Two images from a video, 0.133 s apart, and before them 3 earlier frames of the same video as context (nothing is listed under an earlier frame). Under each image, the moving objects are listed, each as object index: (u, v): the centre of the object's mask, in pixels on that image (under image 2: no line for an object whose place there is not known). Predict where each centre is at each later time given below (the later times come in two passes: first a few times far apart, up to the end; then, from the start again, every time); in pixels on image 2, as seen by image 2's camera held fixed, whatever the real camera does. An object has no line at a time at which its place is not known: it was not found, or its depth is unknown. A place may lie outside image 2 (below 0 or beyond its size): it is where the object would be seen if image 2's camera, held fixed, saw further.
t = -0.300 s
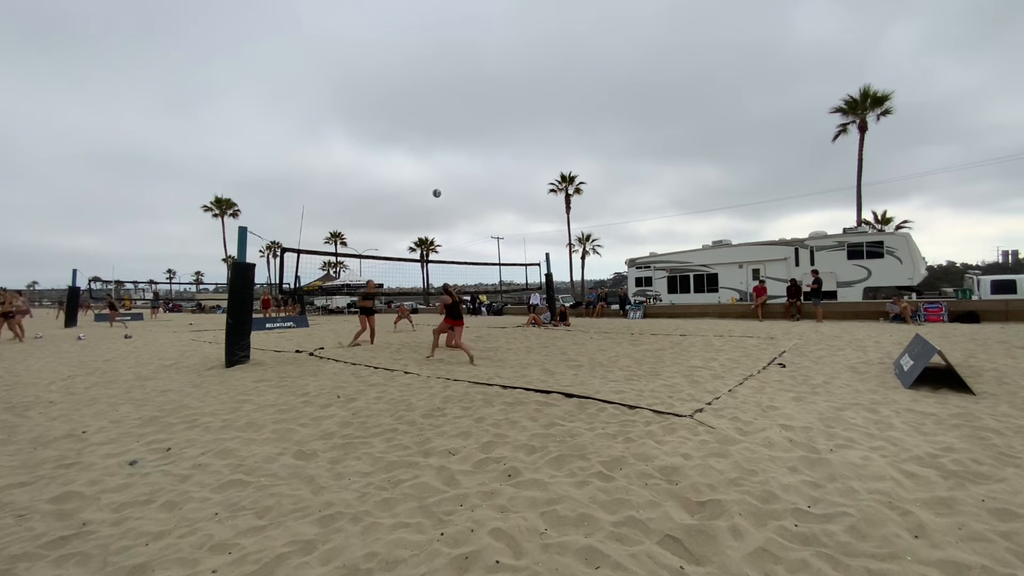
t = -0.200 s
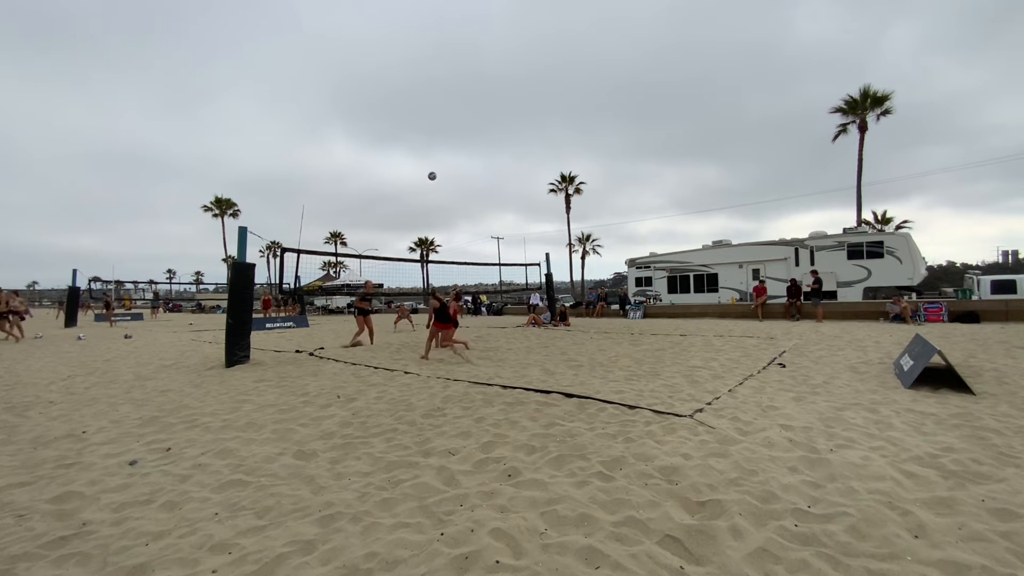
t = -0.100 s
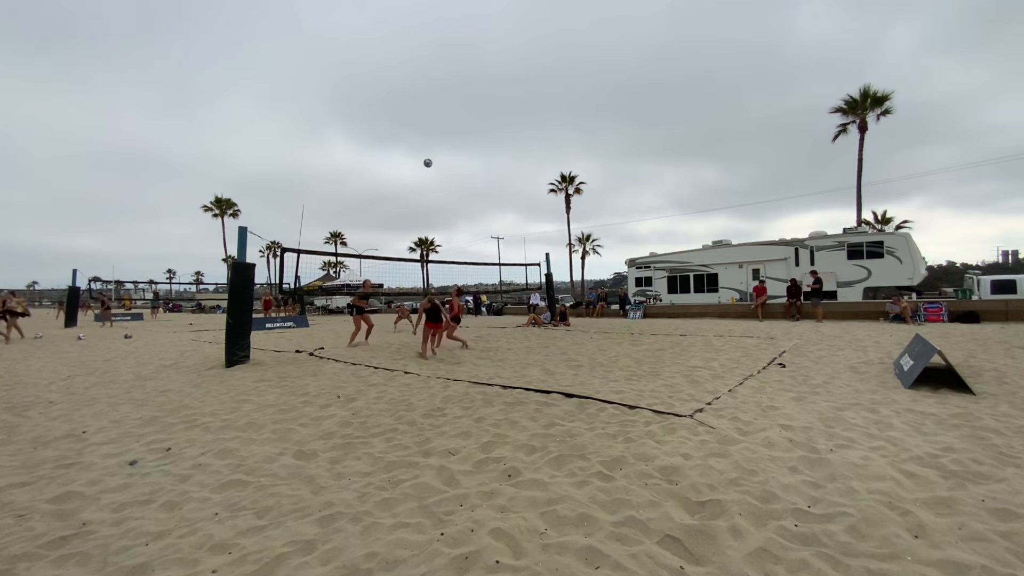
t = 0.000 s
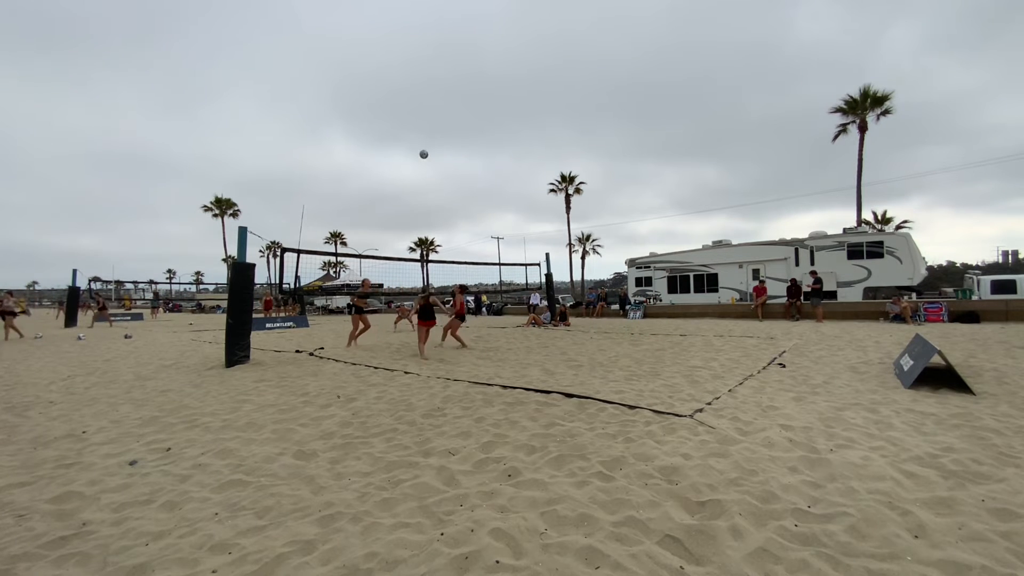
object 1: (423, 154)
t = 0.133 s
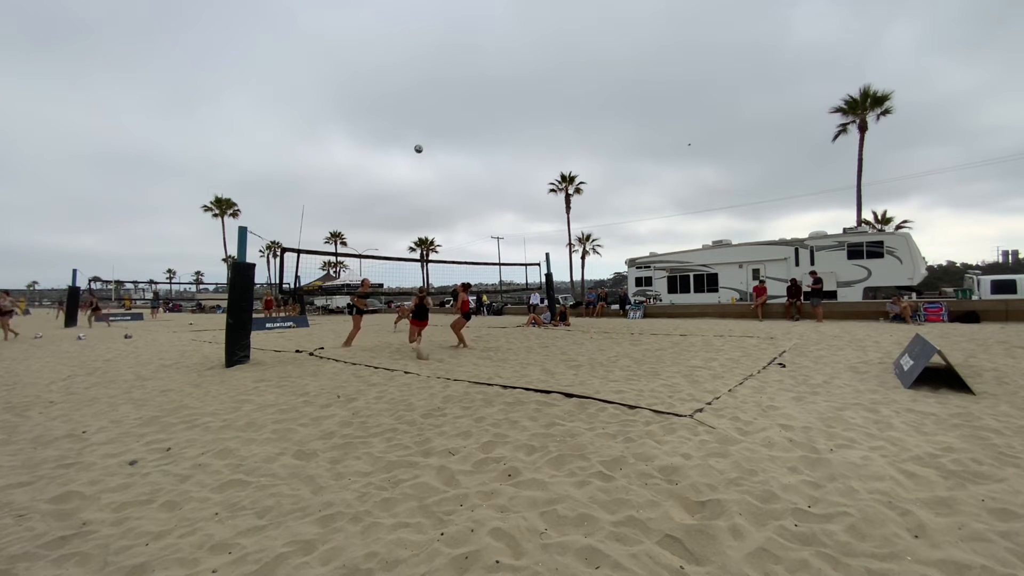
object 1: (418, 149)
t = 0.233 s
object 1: (415, 149)
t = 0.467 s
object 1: (406, 167)
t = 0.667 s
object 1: (399, 197)
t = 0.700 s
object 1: (398, 204)
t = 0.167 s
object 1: (417, 148)
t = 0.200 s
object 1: (416, 149)
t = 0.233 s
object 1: (415, 149)
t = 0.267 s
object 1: (414, 151)
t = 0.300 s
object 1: (412, 152)
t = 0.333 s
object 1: (411, 154)
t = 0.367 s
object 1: (410, 157)
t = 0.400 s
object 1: (409, 160)
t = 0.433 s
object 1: (407, 163)
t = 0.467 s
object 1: (406, 167)
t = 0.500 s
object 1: (405, 171)
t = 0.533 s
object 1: (404, 175)
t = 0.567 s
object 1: (403, 180)
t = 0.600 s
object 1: (402, 186)
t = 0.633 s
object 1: (400, 191)
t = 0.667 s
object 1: (399, 197)
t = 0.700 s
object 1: (398, 204)
